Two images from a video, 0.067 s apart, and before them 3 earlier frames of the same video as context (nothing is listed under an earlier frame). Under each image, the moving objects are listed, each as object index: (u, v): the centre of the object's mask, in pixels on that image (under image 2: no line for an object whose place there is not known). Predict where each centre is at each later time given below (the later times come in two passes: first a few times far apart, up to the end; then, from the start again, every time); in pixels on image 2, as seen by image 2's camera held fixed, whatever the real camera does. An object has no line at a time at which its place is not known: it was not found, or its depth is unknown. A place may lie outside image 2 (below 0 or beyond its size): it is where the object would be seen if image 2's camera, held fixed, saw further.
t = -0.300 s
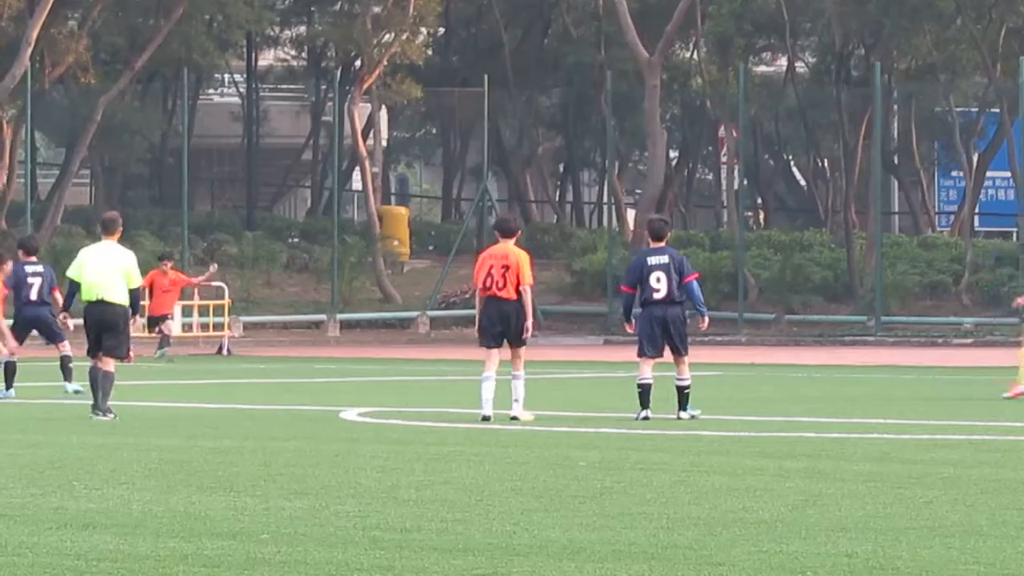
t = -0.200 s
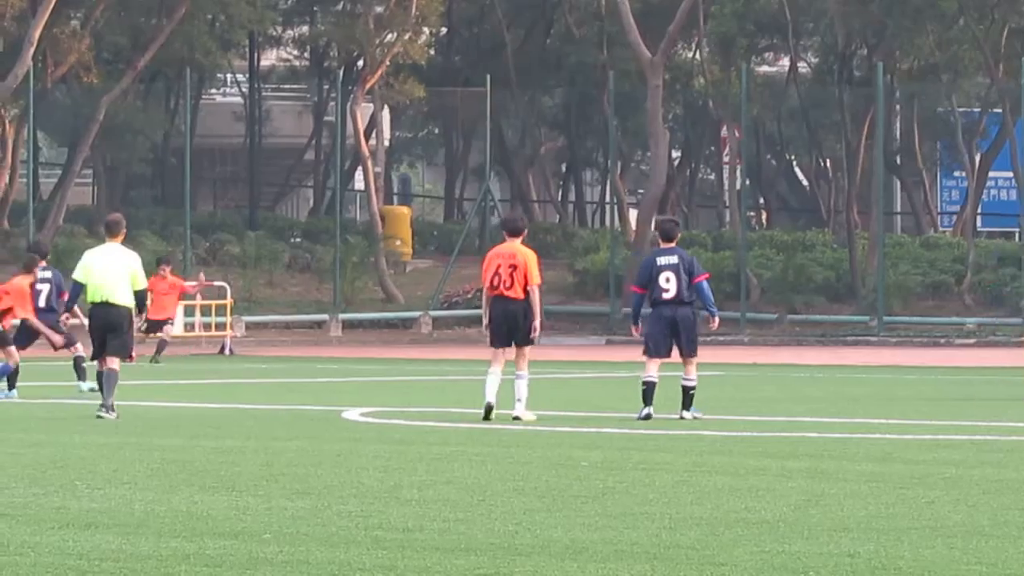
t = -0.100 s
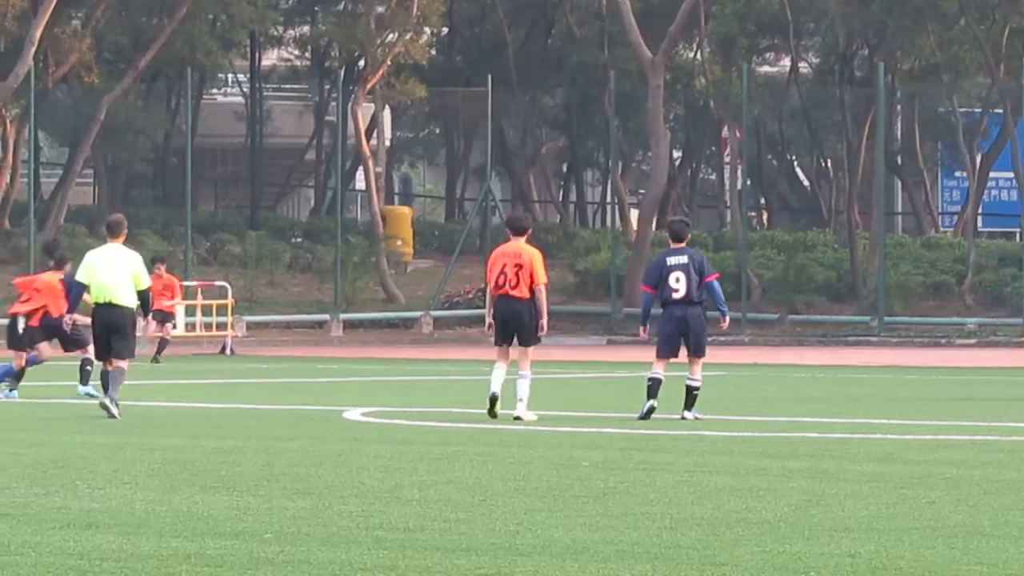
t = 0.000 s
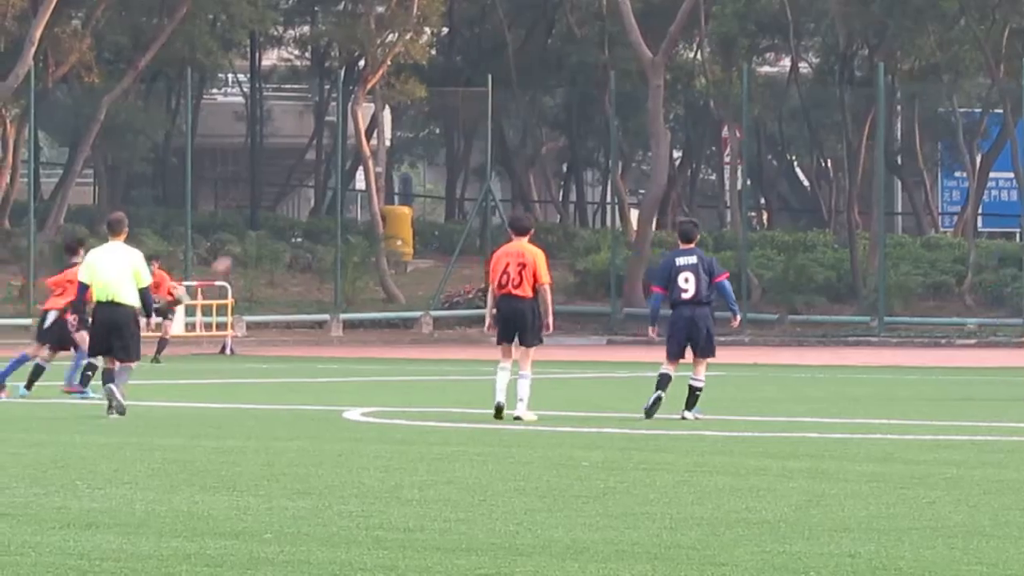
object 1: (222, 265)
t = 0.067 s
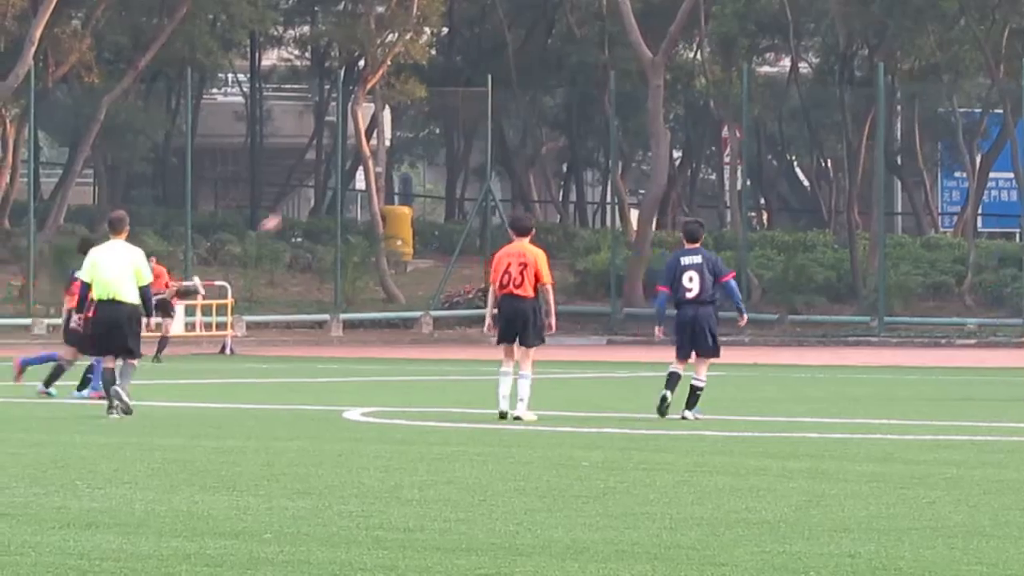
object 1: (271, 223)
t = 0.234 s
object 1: (407, 131)
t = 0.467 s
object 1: (620, 28)
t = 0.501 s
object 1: (651, 15)
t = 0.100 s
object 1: (295, 204)
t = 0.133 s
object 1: (324, 184)
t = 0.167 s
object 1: (351, 165)
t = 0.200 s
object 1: (379, 147)
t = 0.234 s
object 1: (407, 131)
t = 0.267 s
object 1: (436, 114)
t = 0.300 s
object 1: (466, 99)
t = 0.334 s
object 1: (496, 83)
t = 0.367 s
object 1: (526, 69)
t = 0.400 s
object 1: (557, 54)
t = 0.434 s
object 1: (588, 40)
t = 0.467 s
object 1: (620, 28)
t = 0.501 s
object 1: (651, 15)
